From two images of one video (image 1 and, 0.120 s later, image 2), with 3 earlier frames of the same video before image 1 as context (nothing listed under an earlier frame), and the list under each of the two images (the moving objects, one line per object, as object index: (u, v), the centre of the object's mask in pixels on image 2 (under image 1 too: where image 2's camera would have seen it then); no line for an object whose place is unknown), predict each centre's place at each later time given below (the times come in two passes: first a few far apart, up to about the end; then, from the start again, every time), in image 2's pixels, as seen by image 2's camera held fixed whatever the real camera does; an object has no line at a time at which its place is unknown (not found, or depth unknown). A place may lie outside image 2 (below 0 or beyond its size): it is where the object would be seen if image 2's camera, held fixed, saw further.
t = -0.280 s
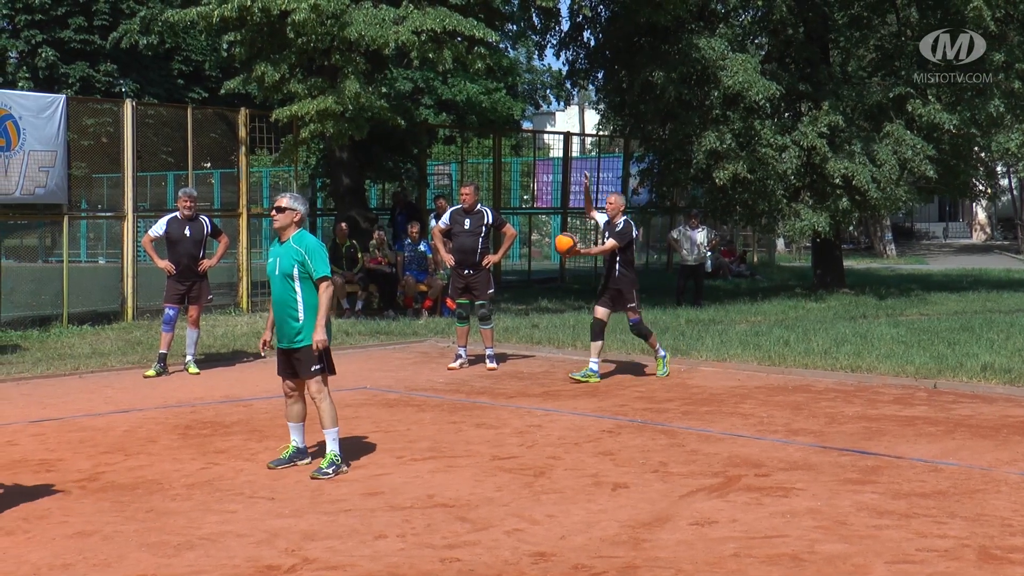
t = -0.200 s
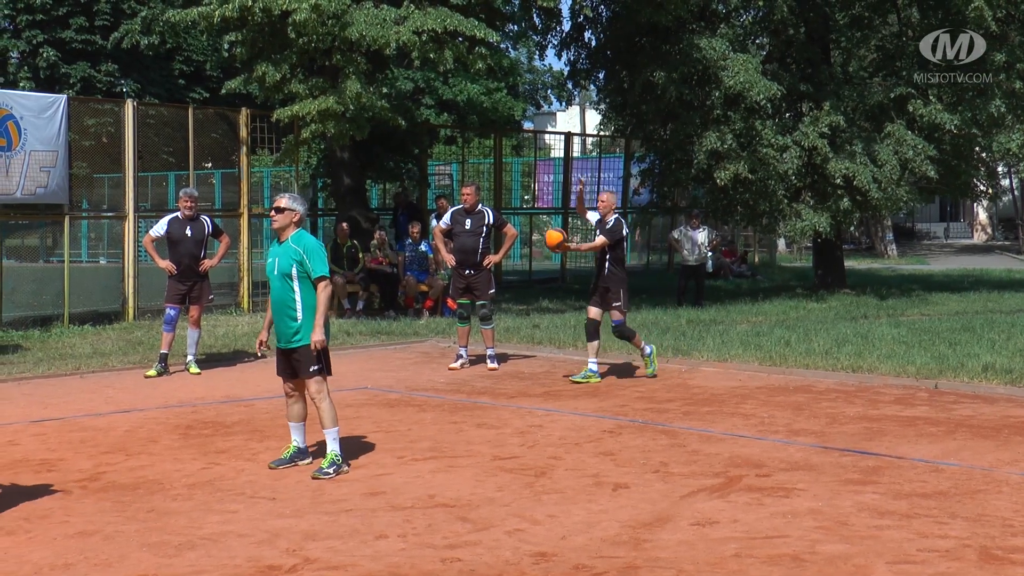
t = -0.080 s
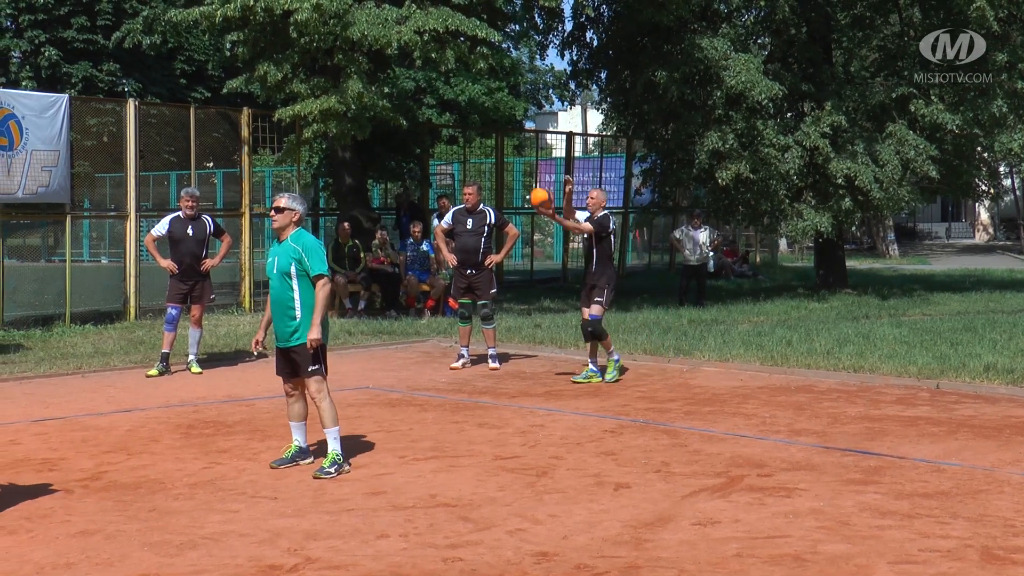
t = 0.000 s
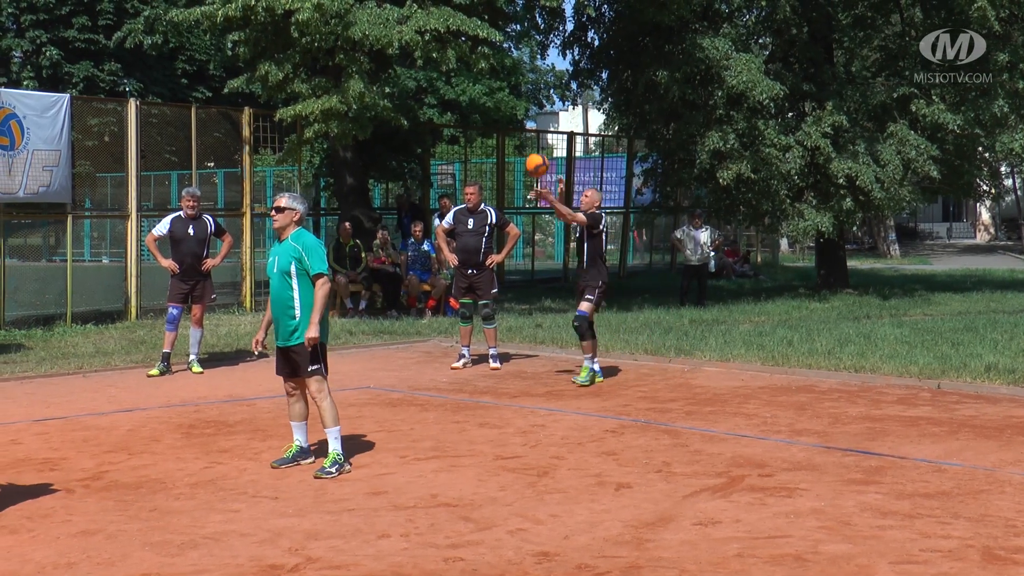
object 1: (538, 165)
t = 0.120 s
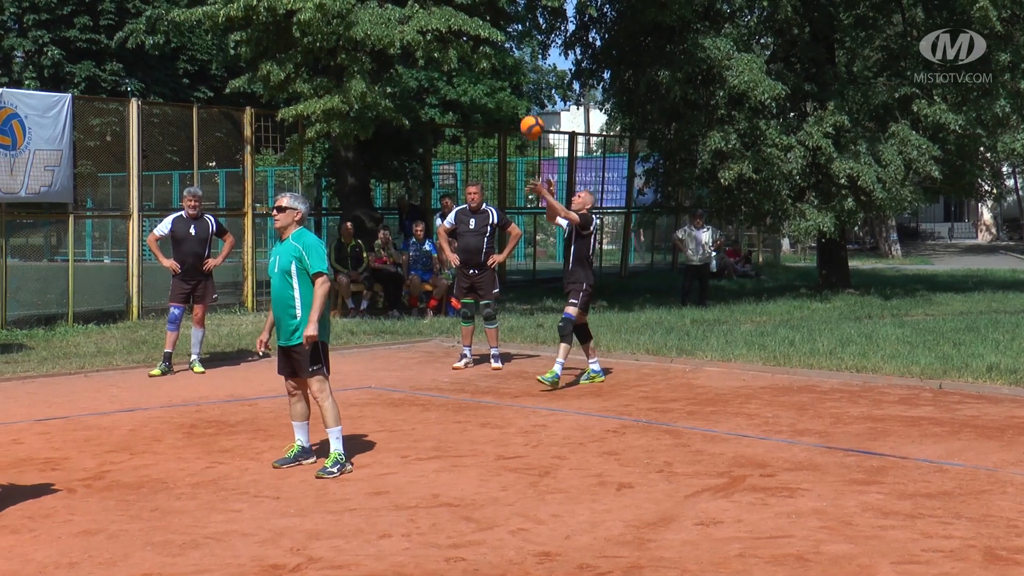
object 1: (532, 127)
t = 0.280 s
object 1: (524, 101)
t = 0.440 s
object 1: (517, 103)
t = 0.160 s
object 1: (530, 118)
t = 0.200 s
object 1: (528, 111)
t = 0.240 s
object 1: (526, 105)
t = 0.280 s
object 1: (524, 101)
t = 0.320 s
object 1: (522, 99)
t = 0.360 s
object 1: (520, 99)
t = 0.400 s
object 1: (519, 100)
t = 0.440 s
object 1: (517, 103)
